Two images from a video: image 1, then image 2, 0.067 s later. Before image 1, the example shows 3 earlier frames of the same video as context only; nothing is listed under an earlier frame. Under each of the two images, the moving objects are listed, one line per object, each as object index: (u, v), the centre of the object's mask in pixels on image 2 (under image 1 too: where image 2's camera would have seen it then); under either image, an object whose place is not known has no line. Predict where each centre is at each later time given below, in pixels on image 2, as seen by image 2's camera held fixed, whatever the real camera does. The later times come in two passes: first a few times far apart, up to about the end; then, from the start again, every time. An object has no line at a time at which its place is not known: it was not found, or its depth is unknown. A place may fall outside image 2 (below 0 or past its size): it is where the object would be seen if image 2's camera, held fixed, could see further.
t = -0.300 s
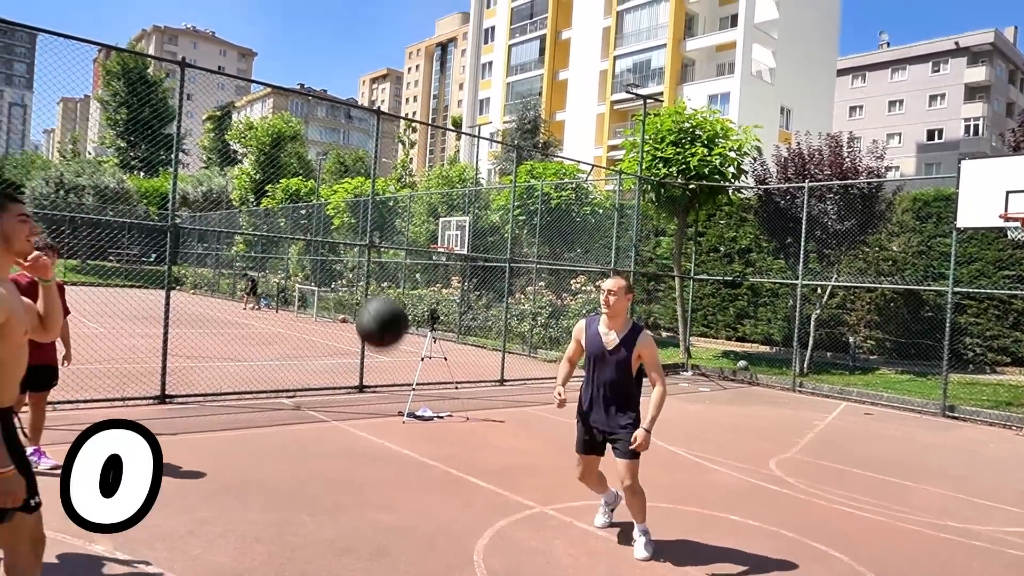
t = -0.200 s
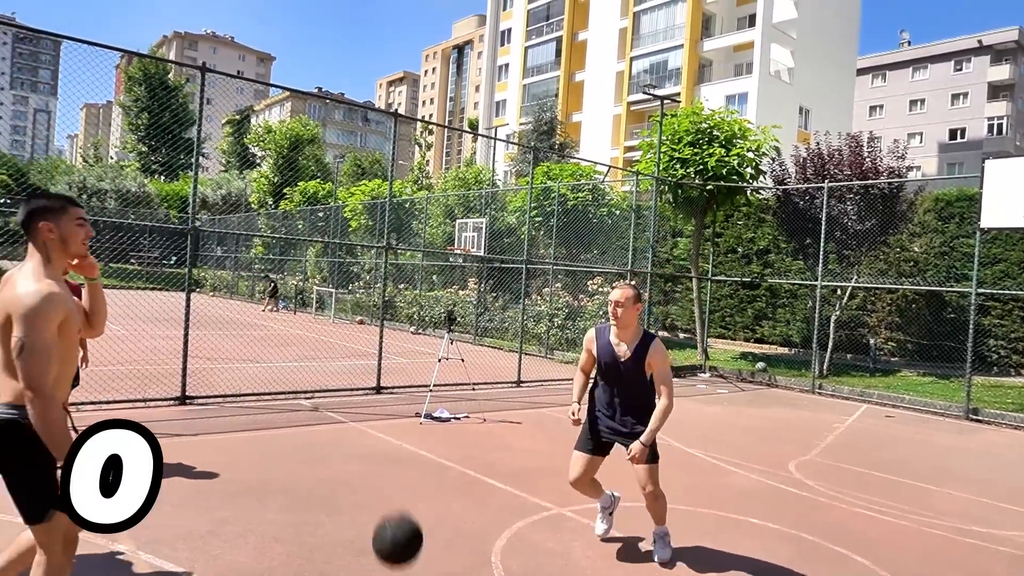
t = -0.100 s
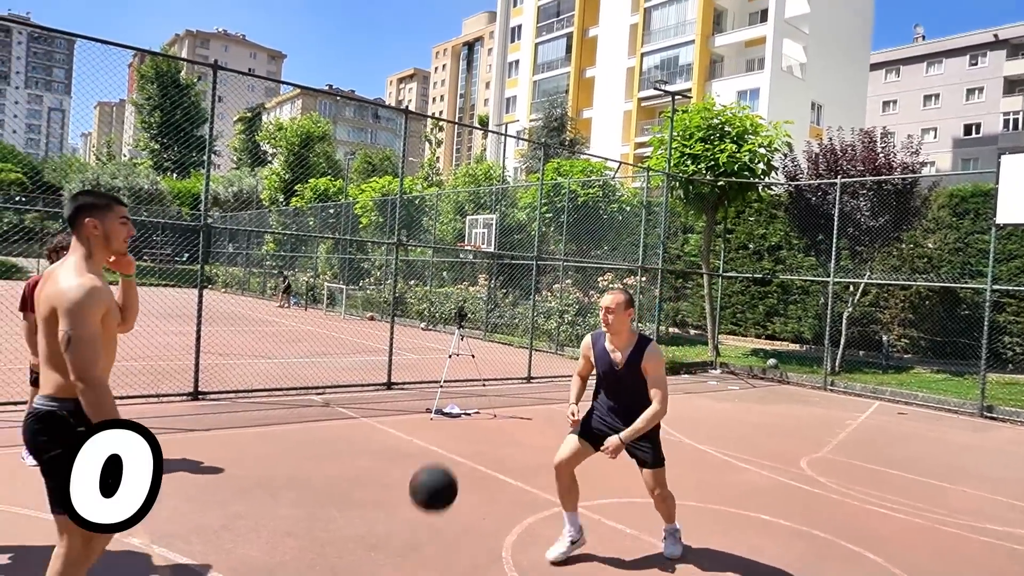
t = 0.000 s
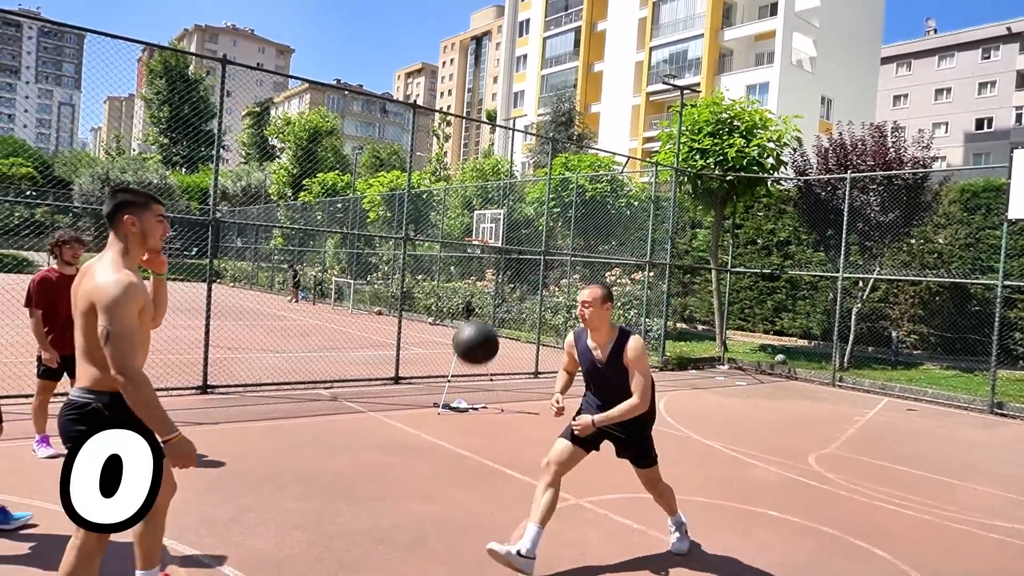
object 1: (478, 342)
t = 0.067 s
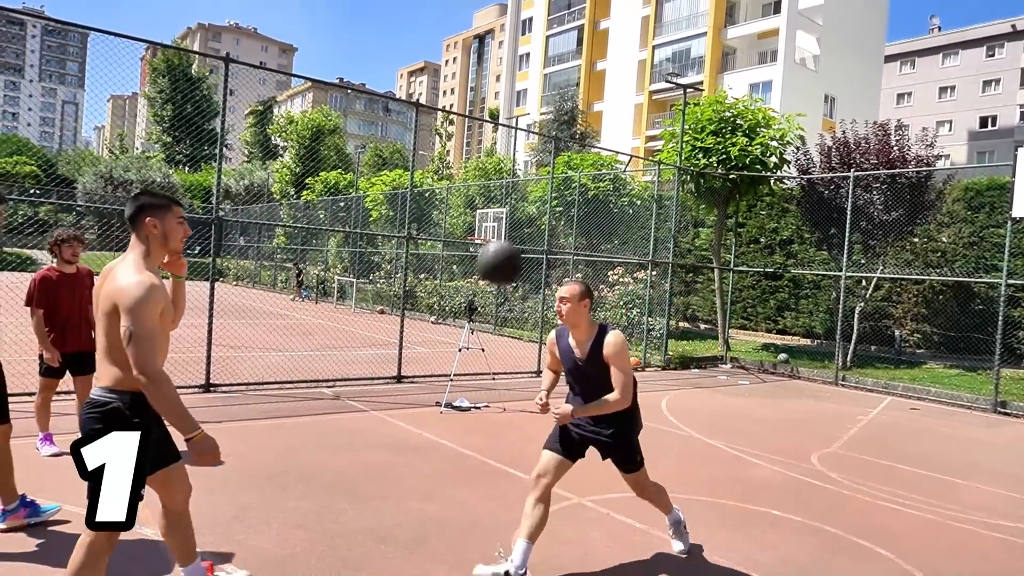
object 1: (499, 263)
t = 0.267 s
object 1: (558, 89)
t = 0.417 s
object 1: (593, 20)
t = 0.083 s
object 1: (506, 245)
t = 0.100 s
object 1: (510, 227)
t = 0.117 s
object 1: (516, 211)
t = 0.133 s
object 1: (520, 195)
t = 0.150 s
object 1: (525, 180)
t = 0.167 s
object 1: (530, 164)
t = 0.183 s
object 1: (535, 150)
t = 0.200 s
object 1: (540, 137)
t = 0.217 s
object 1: (544, 123)
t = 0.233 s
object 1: (549, 112)
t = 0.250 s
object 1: (553, 100)
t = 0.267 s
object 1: (558, 89)
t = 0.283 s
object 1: (562, 78)
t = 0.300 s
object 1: (566, 68)
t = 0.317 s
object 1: (570, 60)
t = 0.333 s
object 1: (574, 50)
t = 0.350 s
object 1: (578, 42)
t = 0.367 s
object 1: (582, 35)
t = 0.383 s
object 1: (586, 27)
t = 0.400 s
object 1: (589, 23)
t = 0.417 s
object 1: (593, 20)
